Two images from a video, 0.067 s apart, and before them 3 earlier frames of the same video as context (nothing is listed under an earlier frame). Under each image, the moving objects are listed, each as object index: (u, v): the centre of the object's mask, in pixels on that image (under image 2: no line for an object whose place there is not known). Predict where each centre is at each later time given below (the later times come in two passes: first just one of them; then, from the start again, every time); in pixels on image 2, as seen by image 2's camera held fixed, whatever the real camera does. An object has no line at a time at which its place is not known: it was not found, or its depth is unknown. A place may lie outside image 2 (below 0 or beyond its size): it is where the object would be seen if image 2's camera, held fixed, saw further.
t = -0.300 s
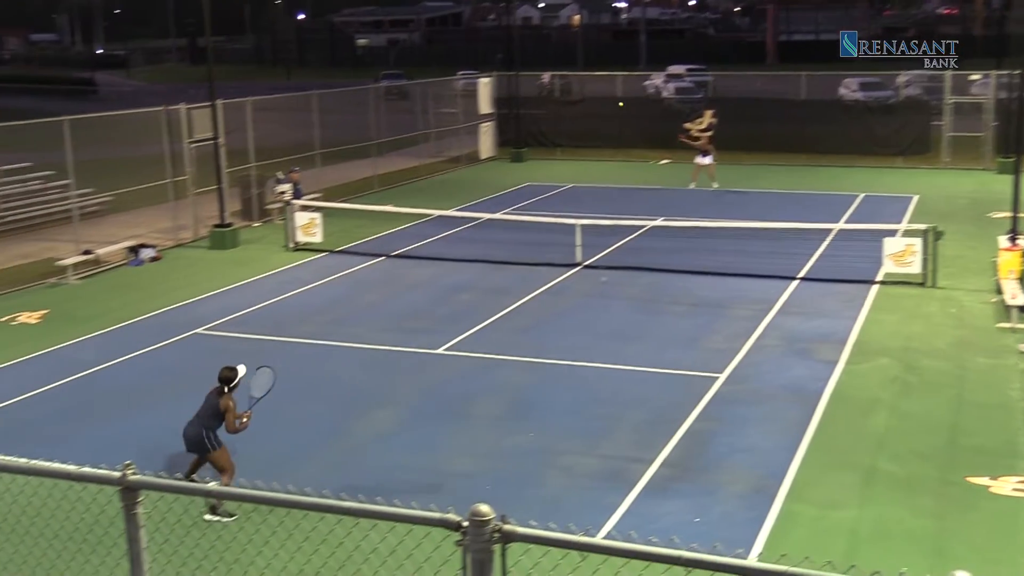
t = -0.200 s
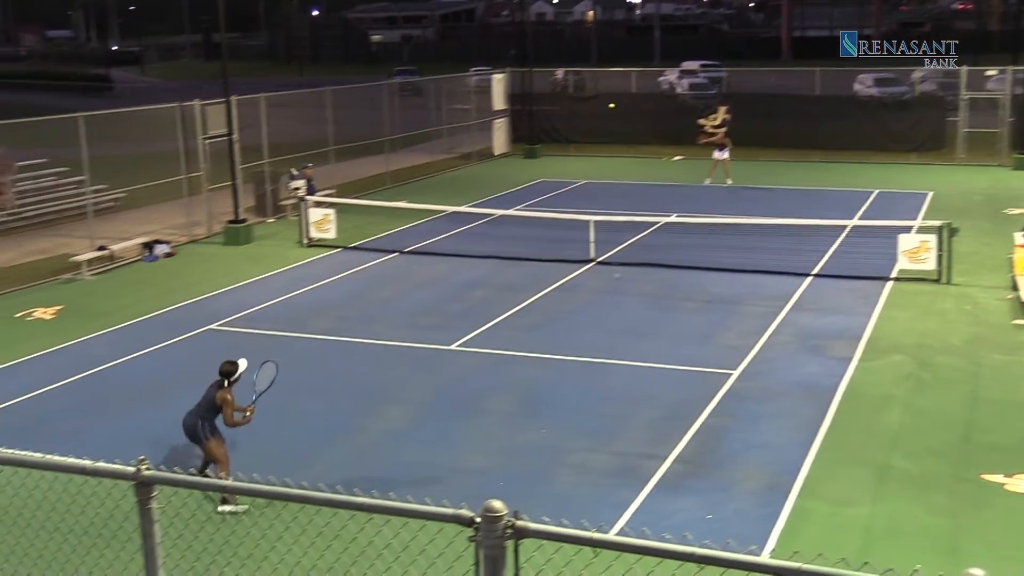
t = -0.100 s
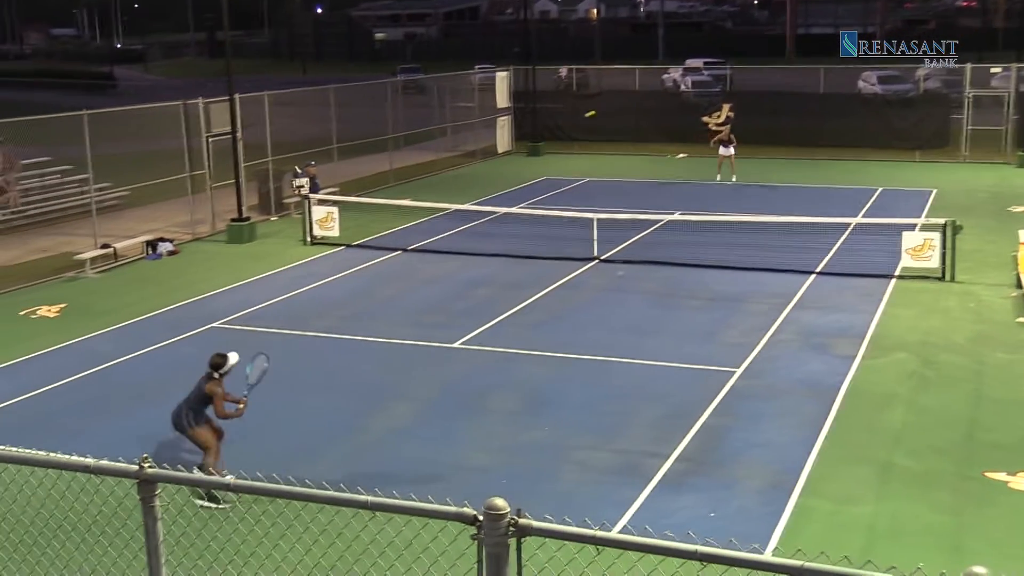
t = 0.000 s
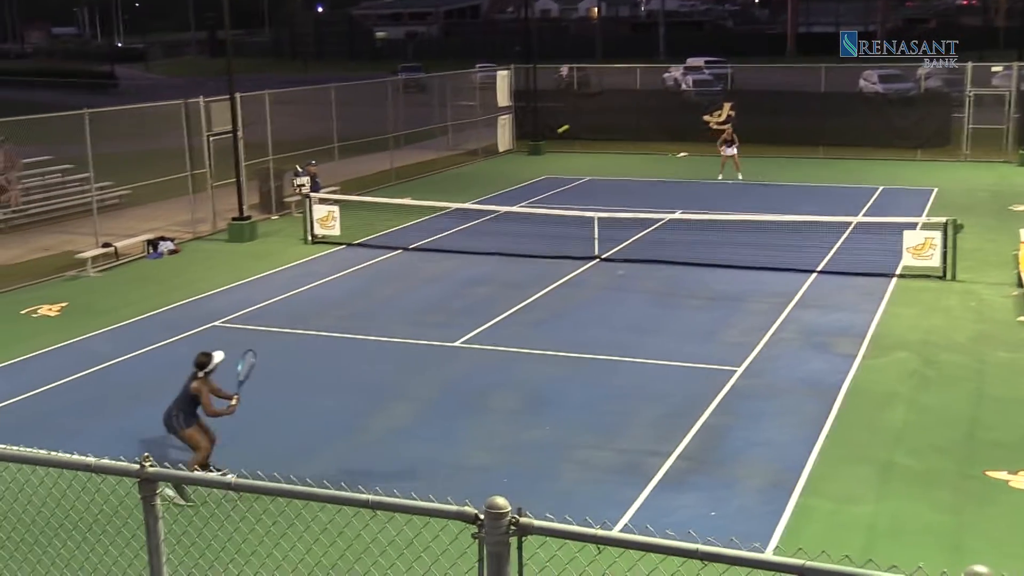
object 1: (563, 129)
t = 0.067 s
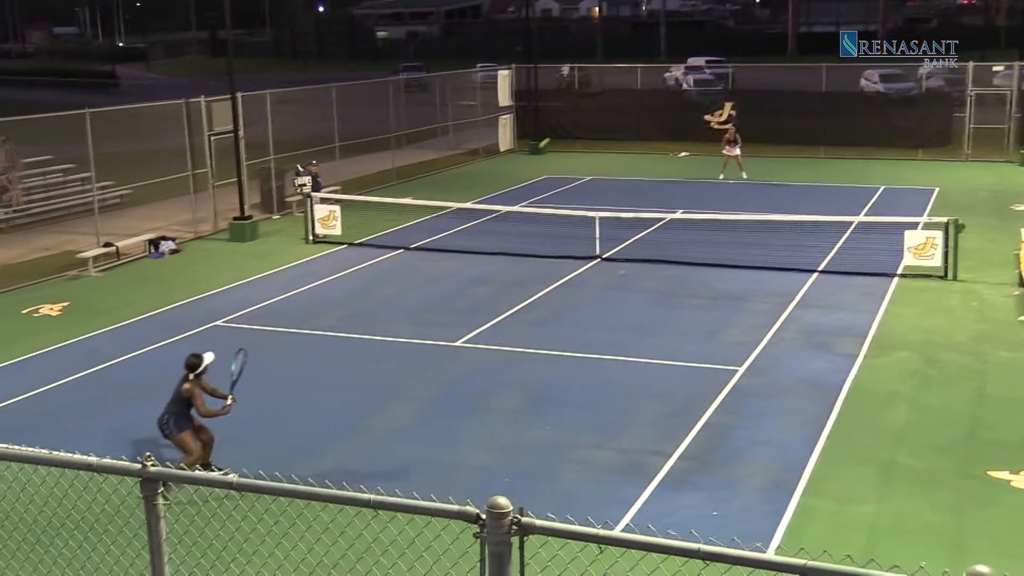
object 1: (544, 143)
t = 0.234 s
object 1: (494, 190)
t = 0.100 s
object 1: (536, 150)
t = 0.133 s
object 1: (527, 159)
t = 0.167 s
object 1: (517, 168)
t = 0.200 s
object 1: (506, 179)
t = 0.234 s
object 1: (494, 190)
